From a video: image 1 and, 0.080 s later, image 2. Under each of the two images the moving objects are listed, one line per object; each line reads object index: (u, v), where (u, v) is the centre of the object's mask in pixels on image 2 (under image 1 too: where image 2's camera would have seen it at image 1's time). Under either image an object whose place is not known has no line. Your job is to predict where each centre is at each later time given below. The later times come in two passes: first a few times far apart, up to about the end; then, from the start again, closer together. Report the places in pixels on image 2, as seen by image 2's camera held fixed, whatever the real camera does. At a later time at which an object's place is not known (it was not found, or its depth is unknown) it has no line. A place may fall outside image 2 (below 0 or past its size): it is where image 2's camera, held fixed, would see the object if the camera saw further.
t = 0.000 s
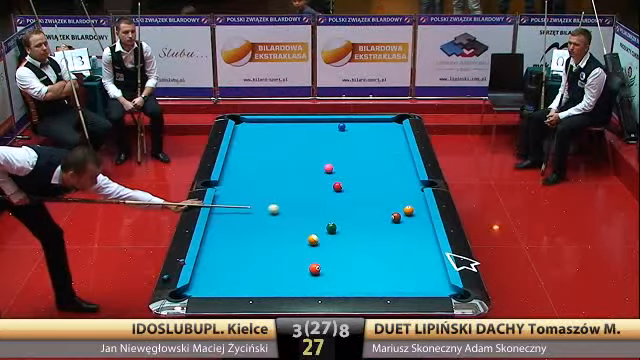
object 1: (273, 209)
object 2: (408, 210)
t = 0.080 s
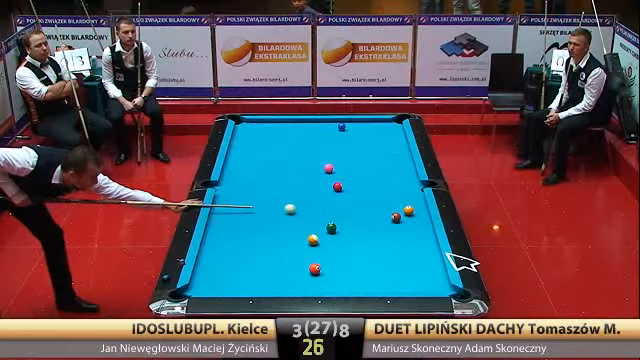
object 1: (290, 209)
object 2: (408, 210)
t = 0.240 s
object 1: (322, 208)
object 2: (408, 210)
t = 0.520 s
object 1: (378, 208)
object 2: (408, 210)
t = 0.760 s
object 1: (413, 203)
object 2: (419, 214)
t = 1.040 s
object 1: (407, 193)
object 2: (420, 220)
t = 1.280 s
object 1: (391, 186)
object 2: (413, 223)
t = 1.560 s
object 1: (373, 178)
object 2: (405, 227)
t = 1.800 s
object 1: (360, 172)
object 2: (399, 229)
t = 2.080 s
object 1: (345, 165)
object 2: (392, 233)
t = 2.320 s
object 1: (334, 160)
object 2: (387, 235)
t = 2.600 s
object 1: (321, 154)
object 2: (381, 237)
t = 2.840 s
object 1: (311, 149)
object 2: (378, 239)
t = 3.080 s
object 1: (302, 145)
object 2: (374, 240)
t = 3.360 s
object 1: (292, 140)
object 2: (372, 241)
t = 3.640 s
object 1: (282, 136)
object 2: (370, 242)
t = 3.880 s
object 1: (275, 132)
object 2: (369, 242)
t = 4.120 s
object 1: (268, 129)
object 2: (369, 242)
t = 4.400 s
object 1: (260, 125)
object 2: (368, 242)
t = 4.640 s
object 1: (255, 122)
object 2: (369, 242)
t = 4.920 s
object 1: (249, 121)
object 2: (369, 242)
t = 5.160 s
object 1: (245, 122)
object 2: (369, 242)
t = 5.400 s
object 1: (241, 123)
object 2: (369, 242)
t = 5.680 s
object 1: (238, 124)
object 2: (369, 242)
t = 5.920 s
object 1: (239, 125)
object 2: (369, 242)
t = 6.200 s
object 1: (239, 125)
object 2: (369, 242)
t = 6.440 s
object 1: (239, 125)
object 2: (369, 242)
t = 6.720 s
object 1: (240, 125)
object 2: (369, 242)
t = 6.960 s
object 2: (369, 242)
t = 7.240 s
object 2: (369, 242)
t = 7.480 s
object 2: (369, 242)
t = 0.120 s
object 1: (298, 209)
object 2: (408, 210)
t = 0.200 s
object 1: (314, 208)
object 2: (408, 210)
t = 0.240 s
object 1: (322, 208)
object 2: (408, 210)
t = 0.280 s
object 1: (330, 209)
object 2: (408, 210)
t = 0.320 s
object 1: (338, 208)
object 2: (408, 210)
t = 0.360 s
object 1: (346, 208)
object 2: (408, 210)
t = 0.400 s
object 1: (355, 208)
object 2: (408, 210)
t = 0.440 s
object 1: (363, 208)
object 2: (408, 210)
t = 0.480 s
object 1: (370, 208)
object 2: (408, 210)
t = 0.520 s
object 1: (378, 208)
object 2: (408, 210)
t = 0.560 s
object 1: (386, 208)
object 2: (408, 210)
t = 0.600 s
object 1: (394, 207)
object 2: (408, 210)
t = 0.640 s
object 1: (400, 207)
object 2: (409, 211)
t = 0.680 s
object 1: (404, 206)
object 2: (413, 212)
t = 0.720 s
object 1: (409, 204)
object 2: (416, 213)
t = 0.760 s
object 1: (413, 203)
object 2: (419, 214)
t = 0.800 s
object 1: (417, 201)
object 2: (422, 215)
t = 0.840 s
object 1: (421, 200)
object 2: (425, 216)
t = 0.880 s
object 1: (418, 199)
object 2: (425, 217)
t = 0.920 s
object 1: (415, 197)
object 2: (424, 218)
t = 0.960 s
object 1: (412, 197)
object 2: (423, 218)
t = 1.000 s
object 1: (409, 195)
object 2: (421, 219)
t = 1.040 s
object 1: (407, 193)
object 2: (420, 220)
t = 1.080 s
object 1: (404, 192)
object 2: (419, 220)
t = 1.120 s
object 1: (401, 191)
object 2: (417, 221)
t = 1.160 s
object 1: (399, 190)
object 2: (416, 221)
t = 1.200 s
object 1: (396, 189)
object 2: (415, 222)
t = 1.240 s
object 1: (393, 187)
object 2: (414, 223)
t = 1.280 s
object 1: (391, 186)
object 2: (413, 223)
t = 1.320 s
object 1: (388, 185)
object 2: (412, 223)
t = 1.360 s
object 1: (386, 184)
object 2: (411, 224)
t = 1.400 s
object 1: (383, 183)
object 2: (410, 225)
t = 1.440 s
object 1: (381, 181)
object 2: (408, 225)
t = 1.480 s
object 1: (378, 180)
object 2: (407, 226)
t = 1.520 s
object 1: (376, 179)
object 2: (406, 226)
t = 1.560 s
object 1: (373, 178)
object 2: (405, 227)
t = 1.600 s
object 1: (371, 177)
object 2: (404, 227)
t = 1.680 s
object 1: (366, 175)
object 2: (402, 228)
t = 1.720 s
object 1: (364, 174)
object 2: (401, 229)
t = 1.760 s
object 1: (362, 173)
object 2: (399, 229)
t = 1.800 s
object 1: (360, 172)
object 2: (399, 229)
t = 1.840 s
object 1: (358, 171)
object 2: (397, 230)
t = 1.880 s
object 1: (356, 170)
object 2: (396, 231)
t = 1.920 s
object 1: (354, 169)
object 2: (396, 231)
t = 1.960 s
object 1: (351, 168)
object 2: (394, 231)
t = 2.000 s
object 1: (349, 167)
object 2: (393, 232)
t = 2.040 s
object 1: (347, 166)
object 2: (393, 232)
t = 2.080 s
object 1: (345, 165)
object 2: (392, 233)
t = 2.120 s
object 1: (343, 164)
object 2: (391, 233)
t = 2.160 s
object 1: (341, 163)
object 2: (390, 233)
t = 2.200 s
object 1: (340, 162)
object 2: (389, 234)
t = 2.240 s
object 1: (338, 161)
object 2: (388, 234)
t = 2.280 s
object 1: (336, 160)
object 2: (387, 235)
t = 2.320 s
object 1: (334, 160)
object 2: (387, 235)
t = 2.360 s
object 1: (332, 159)
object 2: (386, 235)
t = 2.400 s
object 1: (330, 158)
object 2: (385, 235)
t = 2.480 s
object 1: (326, 156)
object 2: (383, 236)
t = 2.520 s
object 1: (324, 155)
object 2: (383, 236)
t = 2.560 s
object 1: (323, 155)
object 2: (382, 237)
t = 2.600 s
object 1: (321, 154)
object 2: (381, 237)
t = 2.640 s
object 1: (319, 153)
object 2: (381, 237)
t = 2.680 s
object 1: (318, 152)
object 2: (380, 237)
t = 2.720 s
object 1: (316, 151)
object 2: (379, 238)
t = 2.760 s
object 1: (314, 151)
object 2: (379, 238)
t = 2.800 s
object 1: (313, 150)
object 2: (378, 238)
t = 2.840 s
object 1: (311, 149)
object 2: (378, 239)
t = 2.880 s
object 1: (309, 148)
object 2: (377, 239)
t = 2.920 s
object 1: (308, 148)
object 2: (376, 239)
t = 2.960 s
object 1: (306, 147)
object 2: (376, 239)
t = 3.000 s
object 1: (305, 146)
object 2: (375, 240)
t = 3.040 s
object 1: (303, 145)
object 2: (375, 240)
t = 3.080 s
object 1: (302, 145)
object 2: (374, 240)
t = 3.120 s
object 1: (300, 144)
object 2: (374, 240)
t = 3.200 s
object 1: (297, 143)
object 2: (373, 240)
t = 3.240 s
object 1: (296, 142)
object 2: (373, 240)
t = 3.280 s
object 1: (294, 141)
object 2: (373, 240)
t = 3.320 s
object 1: (293, 141)
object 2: (372, 241)
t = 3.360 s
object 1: (292, 140)
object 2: (372, 241)
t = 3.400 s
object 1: (290, 139)
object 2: (372, 241)
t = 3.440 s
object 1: (289, 139)
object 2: (371, 241)
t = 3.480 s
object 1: (287, 138)
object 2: (371, 241)
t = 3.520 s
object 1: (286, 138)
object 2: (371, 241)
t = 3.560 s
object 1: (285, 137)
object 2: (370, 242)
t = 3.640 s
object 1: (282, 136)
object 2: (370, 242)
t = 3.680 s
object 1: (281, 135)
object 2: (370, 242)
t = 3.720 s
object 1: (280, 134)
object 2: (369, 242)
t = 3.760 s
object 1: (278, 134)
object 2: (369, 242)
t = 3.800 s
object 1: (277, 133)
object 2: (369, 242)
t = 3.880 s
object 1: (275, 132)
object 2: (369, 242)
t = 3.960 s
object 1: (272, 131)
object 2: (369, 242)
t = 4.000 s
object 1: (271, 131)
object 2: (369, 242)
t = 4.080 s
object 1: (269, 129)
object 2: (369, 242)
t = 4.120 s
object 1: (268, 129)
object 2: (369, 242)
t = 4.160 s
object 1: (267, 128)
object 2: (368, 242)
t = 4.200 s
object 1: (266, 128)
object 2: (369, 242)
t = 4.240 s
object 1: (265, 128)
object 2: (369, 242)
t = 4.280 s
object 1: (263, 127)
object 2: (369, 242)
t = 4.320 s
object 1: (262, 126)
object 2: (368, 242)
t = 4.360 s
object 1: (261, 126)
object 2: (368, 242)
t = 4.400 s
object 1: (260, 125)
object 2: (368, 242)
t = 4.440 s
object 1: (259, 125)
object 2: (369, 242)
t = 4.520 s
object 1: (258, 124)
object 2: (368, 242)
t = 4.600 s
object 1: (256, 123)
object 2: (369, 242)
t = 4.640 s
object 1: (255, 122)
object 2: (369, 242)
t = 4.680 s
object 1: (254, 122)
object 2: (369, 242)
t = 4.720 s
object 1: (253, 121)
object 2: (368, 242)
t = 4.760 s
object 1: (252, 121)
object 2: (369, 242)
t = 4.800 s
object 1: (251, 121)
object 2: (369, 242)
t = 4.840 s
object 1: (250, 121)
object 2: (369, 242)
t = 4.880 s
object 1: (249, 121)
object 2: (369, 242)
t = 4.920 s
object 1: (249, 121)
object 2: (369, 242)
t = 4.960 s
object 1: (248, 121)
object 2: (369, 242)
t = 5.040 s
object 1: (247, 122)
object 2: (369, 242)
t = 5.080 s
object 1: (246, 121)
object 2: (369, 242)
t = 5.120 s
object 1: (245, 122)
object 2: (369, 242)
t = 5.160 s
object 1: (245, 122)
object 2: (369, 242)
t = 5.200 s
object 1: (244, 122)
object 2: (369, 242)
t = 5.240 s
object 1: (244, 122)
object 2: (369, 242)
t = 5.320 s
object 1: (242, 123)
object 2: (369, 242)
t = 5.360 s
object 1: (242, 123)
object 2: (369, 242)
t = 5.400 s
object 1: (241, 123)
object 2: (369, 242)
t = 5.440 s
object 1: (241, 124)
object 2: (369, 242)
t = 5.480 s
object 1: (240, 123)
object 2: (369, 242)
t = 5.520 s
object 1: (240, 123)
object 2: (369, 242)
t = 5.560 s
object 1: (239, 123)
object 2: (368, 242)
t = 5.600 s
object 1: (238, 124)
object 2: (369, 242)
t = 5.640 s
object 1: (238, 124)
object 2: (369, 242)
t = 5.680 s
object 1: (238, 124)
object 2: (369, 242)
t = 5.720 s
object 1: (238, 124)
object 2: (369, 242)
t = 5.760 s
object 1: (238, 124)
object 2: (369, 242)
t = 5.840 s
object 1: (238, 124)
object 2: (368, 242)
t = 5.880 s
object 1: (238, 125)
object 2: (369, 242)
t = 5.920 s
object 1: (239, 125)
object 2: (369, 242)
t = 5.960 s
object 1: (239, 125)
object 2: (369, 242)
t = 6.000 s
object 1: (239, 125)
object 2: (369, 242)
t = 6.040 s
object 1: (239, 125)
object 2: (369, 242)
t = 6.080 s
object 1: (239, 125)
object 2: (369, 242)
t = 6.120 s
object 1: (239, 125)
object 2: (369, 242)
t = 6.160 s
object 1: (239, 125)
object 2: (369, 242)
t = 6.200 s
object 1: (239, 125)
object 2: (369, 242)
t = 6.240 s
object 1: (239, 125)
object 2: (369, 242)
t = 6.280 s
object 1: (239, 125)
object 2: (369, 242)
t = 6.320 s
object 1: (239, 125)
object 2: (369, 242)
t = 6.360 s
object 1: (239, 125)
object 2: (369, 242)
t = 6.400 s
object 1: (239, 125)
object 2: (369, 242)
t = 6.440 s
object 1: (239, 125)
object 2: (369, 242)
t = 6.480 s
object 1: (239, 125)
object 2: (369, 242)
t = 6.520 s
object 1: (239, 125)
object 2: (369, 242)
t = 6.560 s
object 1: (239, 125)
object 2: (369, 242)
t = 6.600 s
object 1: (239, 125)
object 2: (369, 242)
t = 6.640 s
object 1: (239, 125)
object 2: (369, 242)
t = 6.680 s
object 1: (240, 125)
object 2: (369, 242)
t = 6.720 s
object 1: (240, 125)
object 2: (369, 242)
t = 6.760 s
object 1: (240, 125)
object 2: (369, 242)
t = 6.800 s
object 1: (240, 125)
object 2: (369, 242)
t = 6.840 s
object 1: (240, 125)
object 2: (369, 242)
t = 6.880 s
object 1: (240, 125)
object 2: (369, 242)
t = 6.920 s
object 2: (369, 242)
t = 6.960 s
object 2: (369, 242)
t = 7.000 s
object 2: (369, 242)
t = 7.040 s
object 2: (369, 242)
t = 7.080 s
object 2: (369, 242)
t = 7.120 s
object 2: (369, 242)
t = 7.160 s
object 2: (369, 242)
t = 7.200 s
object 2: (369, 242)
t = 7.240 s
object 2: (369, 242)
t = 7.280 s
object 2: (369, 242)
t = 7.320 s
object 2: (369, 242)
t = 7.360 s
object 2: (369, 242)
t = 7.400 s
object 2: (369, 242)
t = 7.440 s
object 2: (369, 242)
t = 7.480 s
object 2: (369, 242)
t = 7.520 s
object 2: (369, 242)
